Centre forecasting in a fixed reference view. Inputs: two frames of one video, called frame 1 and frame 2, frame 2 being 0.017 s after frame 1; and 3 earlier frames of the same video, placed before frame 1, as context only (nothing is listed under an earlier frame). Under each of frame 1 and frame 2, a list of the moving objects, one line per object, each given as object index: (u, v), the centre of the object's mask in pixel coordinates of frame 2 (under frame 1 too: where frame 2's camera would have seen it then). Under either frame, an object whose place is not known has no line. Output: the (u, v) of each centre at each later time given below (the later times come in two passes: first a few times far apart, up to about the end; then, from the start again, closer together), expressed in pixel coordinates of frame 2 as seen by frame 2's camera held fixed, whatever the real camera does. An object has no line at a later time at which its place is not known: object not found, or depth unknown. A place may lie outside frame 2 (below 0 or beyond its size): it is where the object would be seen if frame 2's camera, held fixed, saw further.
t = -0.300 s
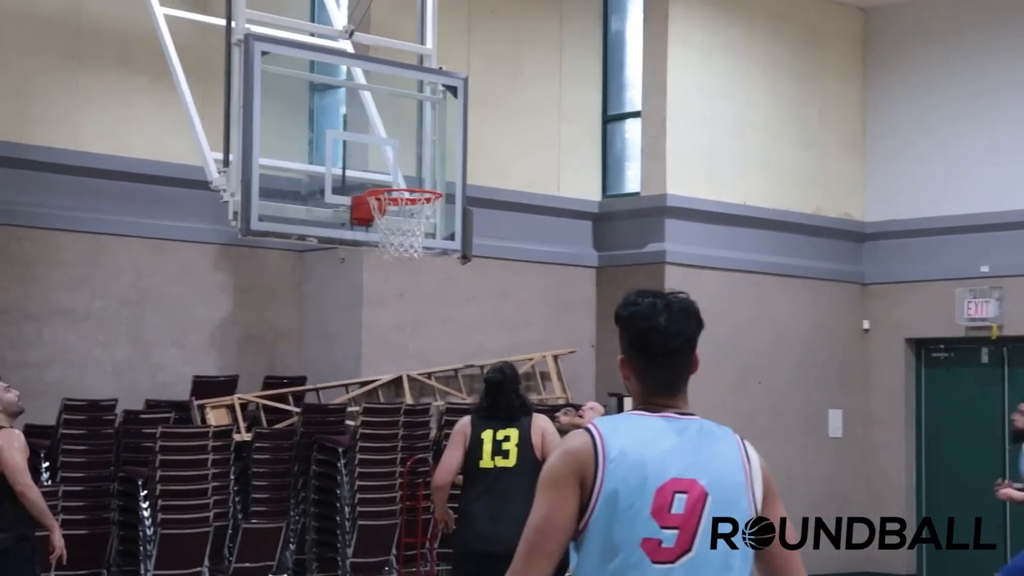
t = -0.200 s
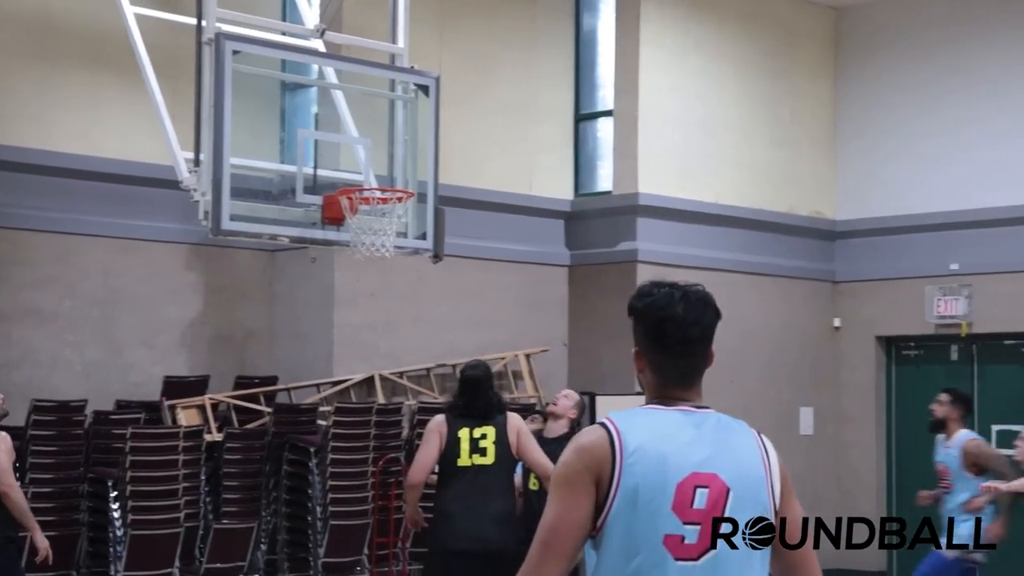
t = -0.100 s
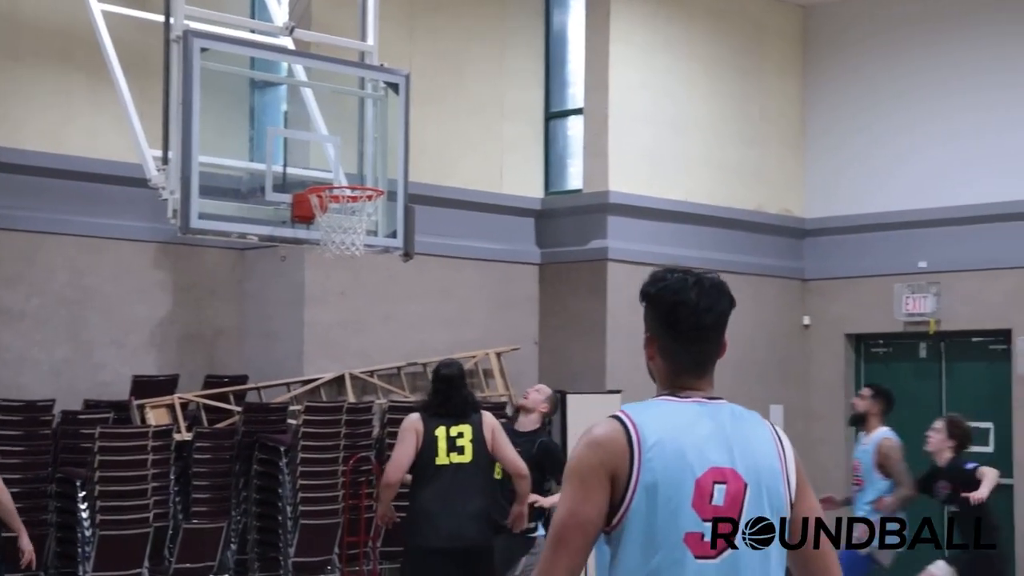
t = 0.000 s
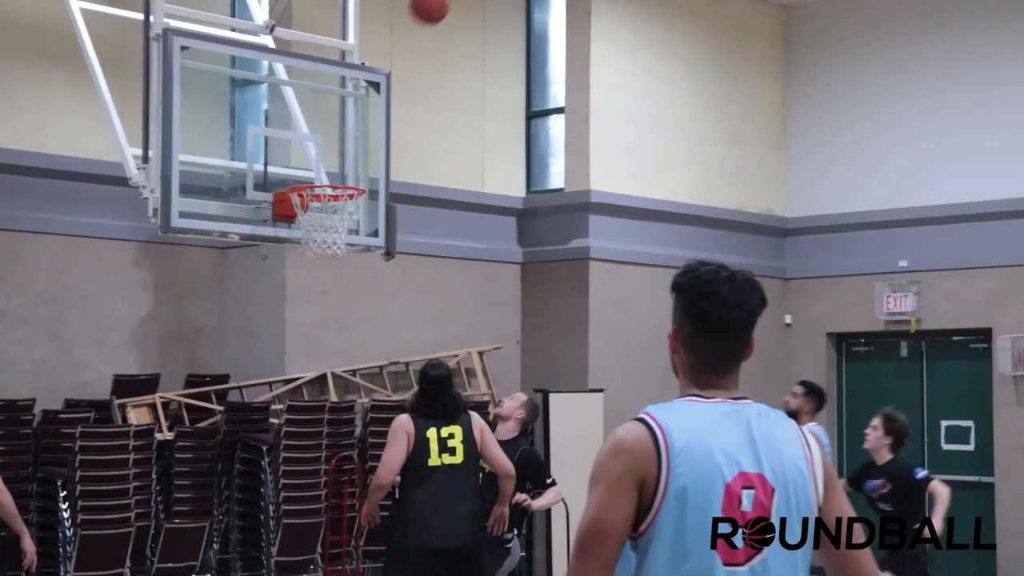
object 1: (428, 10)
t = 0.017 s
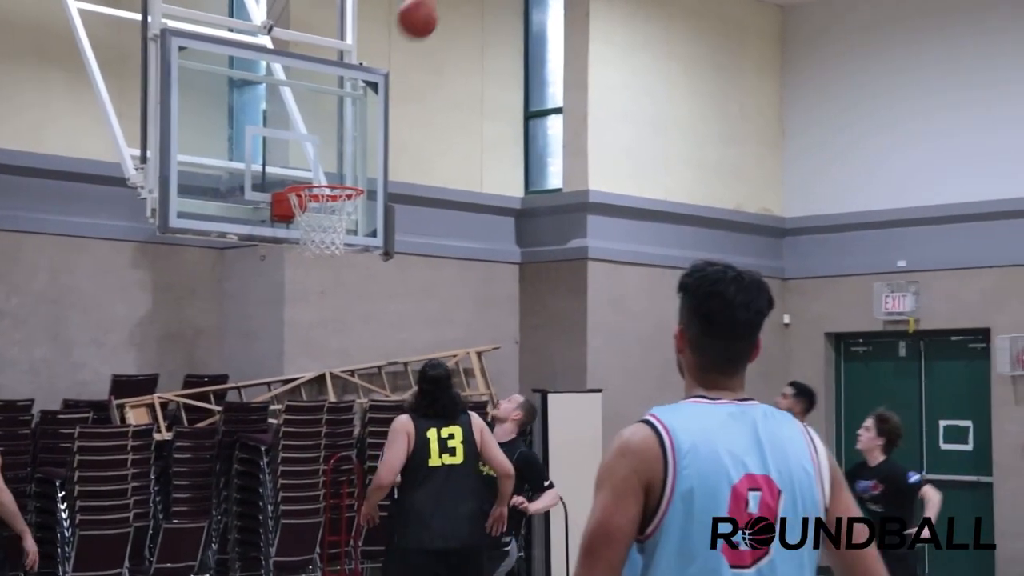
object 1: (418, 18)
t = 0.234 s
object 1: (301, 224)
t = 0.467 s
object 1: (286, 325)
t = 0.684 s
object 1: (273, 484)
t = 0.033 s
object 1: (407, 32)
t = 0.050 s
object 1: (399, 47)
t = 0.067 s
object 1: (389, 62)
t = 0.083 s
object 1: (379, 78)
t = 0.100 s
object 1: (370, 94)
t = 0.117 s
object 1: (360, 110)
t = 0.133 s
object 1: (351, 127)
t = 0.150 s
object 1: (342, 143)
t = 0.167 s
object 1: (332, 160)
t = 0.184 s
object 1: (324, 173)
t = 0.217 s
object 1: (309, 206)
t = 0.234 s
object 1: (301, 224)
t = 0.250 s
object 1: (302, 239)
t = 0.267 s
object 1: (298, 239)
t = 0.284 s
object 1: (296, 241)
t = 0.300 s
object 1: (295, 247)
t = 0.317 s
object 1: (294, 253)
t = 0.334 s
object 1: (293, 260)
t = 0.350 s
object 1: (292, 266)
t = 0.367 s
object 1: (291, 274)
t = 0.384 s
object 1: (291, 281)
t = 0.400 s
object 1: (290, 290)
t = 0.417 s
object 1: (289, 298)
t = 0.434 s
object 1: (288, 306)
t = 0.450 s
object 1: (287, 316)
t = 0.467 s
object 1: (286, 325)
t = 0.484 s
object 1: (285, 335)
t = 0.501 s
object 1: (284, 345)
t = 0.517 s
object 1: (284, 356)
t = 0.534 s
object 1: (282, 367)
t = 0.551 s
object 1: (282, 378)
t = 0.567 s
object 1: (281, 391)
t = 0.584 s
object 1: (280, 404)
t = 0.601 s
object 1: (279, 416)
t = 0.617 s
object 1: (278, 429)
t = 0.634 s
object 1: (277, 442)
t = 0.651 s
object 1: (276, 456)
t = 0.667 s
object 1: (275, 470)
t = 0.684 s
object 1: (273, 484)
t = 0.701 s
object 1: (271, 500)
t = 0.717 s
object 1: (270, 515)
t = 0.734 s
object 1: (269, 532)
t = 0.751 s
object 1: (268, 548)
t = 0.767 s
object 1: (267, 566)
